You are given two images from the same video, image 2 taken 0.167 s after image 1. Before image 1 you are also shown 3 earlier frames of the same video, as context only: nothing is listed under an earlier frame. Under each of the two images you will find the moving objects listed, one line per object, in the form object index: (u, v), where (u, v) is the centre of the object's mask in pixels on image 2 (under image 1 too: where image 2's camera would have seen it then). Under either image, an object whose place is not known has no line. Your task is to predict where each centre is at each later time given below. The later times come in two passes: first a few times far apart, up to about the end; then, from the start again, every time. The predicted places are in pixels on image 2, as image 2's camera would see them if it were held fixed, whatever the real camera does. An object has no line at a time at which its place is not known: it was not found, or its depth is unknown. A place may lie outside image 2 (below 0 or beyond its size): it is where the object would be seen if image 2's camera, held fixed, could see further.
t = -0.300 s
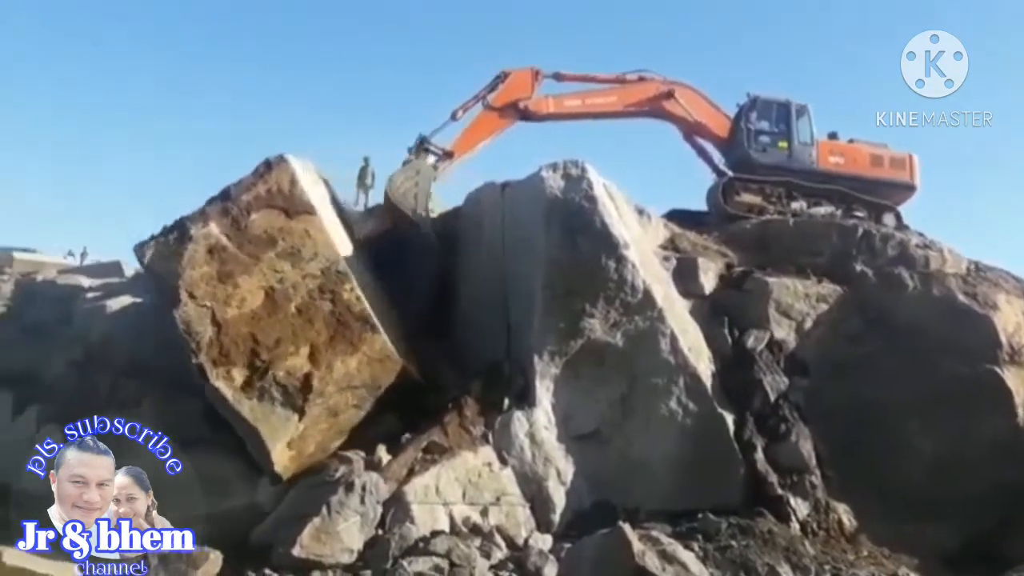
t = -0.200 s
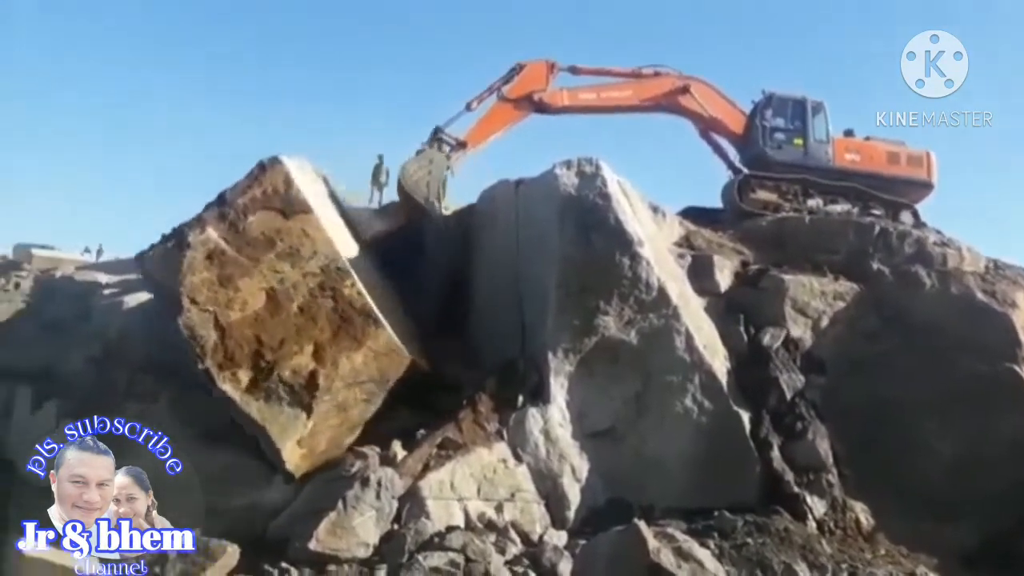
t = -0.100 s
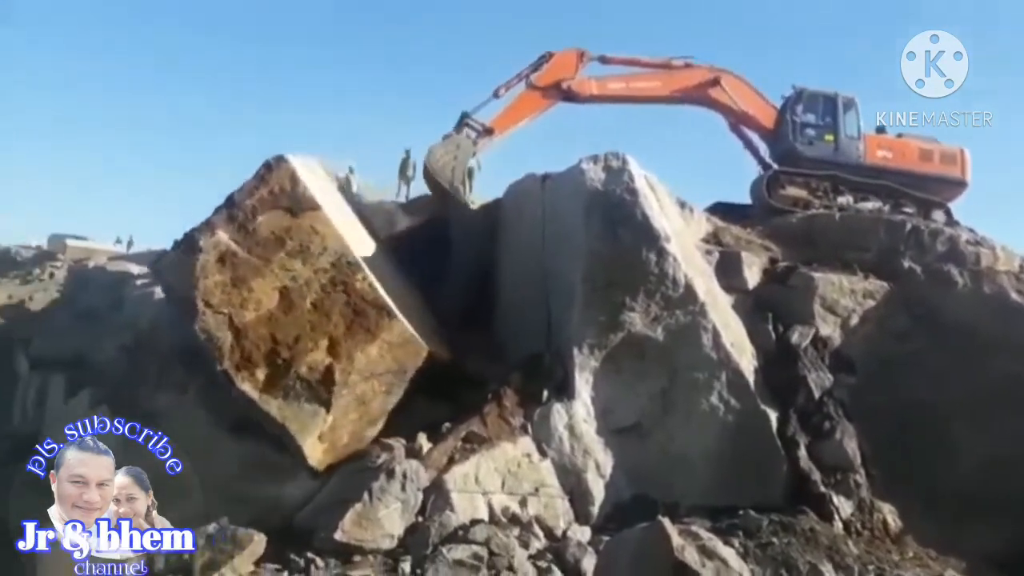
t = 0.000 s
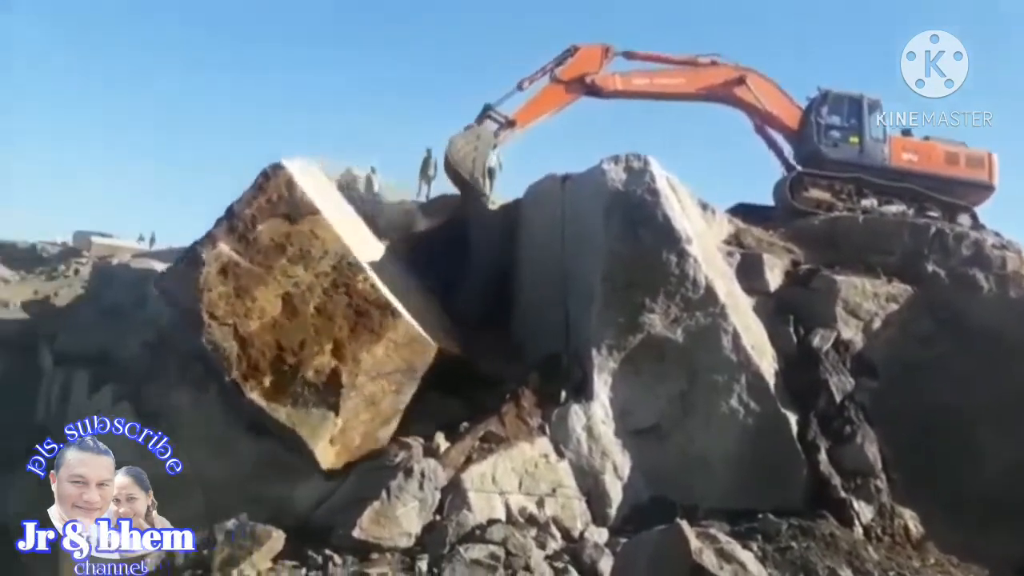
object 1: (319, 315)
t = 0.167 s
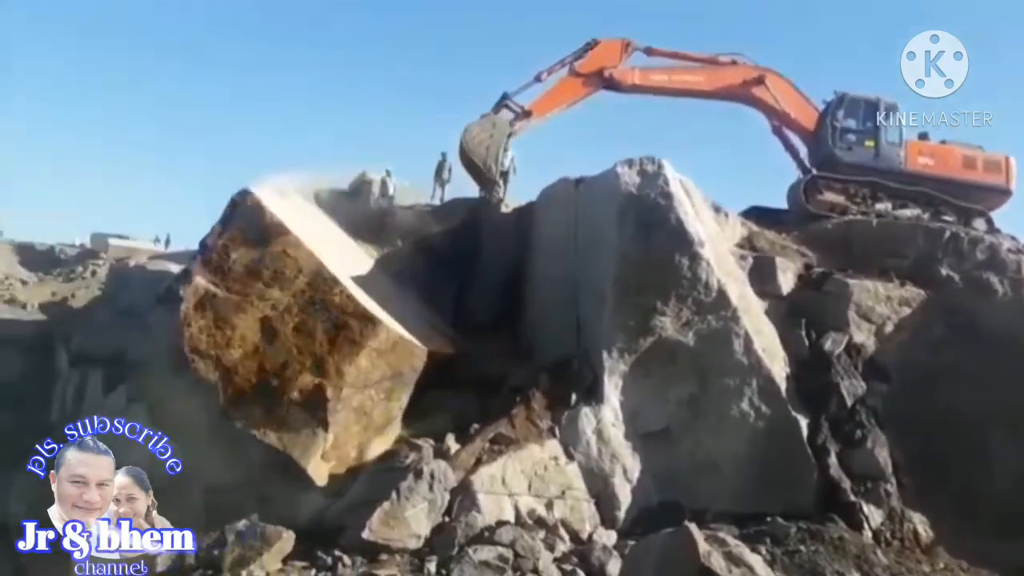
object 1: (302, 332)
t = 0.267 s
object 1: (287, 340)
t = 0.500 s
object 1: (234, 380)
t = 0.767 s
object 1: (189, 420)
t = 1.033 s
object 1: (148, 407)
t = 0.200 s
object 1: (297, 335)
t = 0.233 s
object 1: (292, 337)
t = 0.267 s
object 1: (287, 340)
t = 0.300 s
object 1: (280, 345)
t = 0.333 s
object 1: (267, 356)
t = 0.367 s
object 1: (260, 364)
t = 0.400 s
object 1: (254, 370)
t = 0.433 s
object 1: (246, 377)
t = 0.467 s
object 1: (237, 378)
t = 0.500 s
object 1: (234, 380)
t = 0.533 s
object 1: (227, 379)
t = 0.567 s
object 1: (220, 388)
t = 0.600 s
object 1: (214, 383)
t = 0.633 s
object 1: (207, 384)
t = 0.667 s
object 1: (197, 384)
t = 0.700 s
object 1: (195, 413)
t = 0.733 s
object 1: (191, 418)
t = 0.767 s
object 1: (189, 420)
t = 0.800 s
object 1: (180, 423)
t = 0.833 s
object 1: (178, 418)
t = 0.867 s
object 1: (174, 414)
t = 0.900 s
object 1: (140, 403)
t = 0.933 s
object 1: (148, 424)
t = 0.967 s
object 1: (147, 419)
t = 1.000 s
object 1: (147, 412)
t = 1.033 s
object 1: (148, 407)
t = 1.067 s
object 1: (144, 409)
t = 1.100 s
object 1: (143, 407)
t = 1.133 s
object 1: (140, 405)
